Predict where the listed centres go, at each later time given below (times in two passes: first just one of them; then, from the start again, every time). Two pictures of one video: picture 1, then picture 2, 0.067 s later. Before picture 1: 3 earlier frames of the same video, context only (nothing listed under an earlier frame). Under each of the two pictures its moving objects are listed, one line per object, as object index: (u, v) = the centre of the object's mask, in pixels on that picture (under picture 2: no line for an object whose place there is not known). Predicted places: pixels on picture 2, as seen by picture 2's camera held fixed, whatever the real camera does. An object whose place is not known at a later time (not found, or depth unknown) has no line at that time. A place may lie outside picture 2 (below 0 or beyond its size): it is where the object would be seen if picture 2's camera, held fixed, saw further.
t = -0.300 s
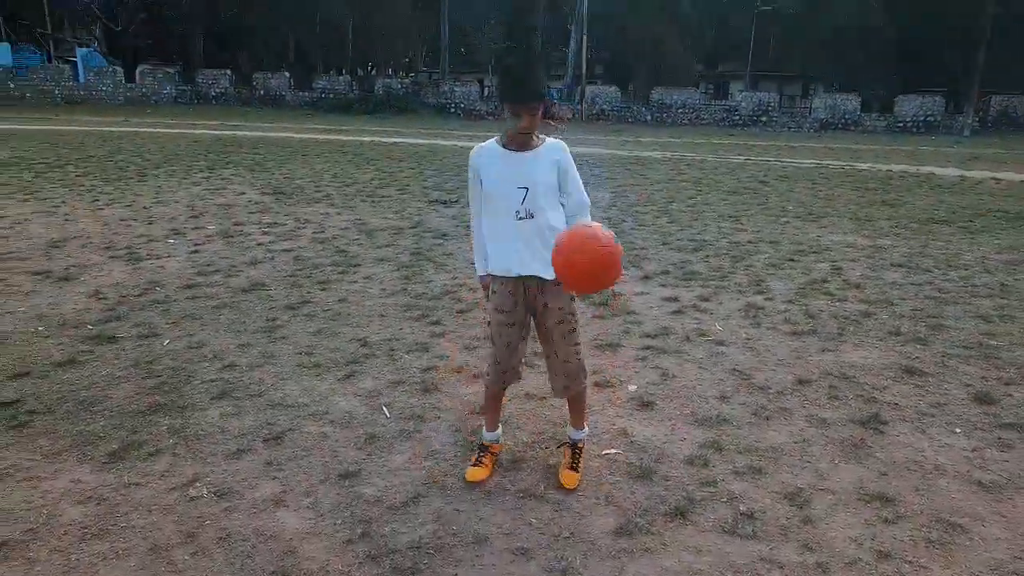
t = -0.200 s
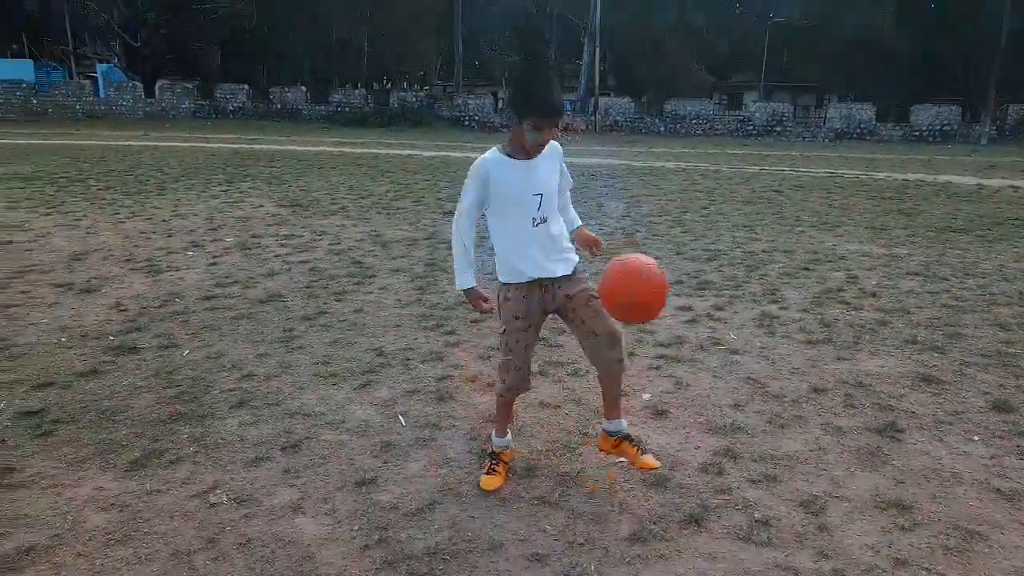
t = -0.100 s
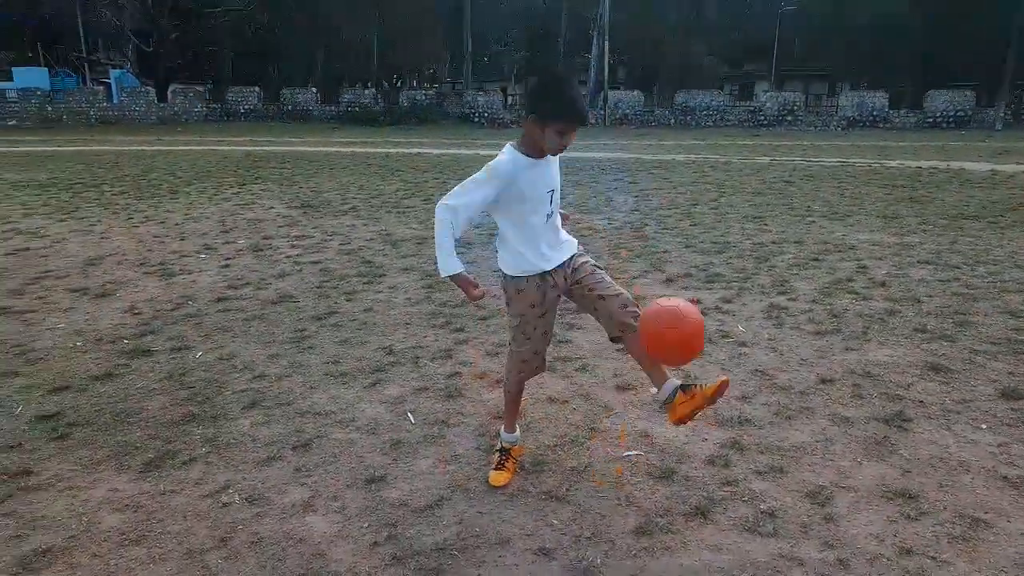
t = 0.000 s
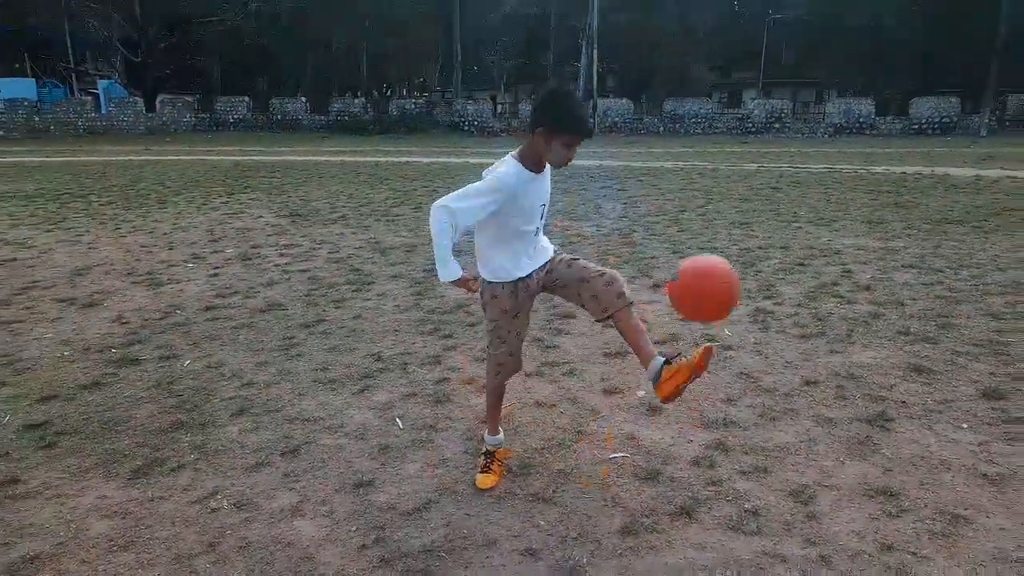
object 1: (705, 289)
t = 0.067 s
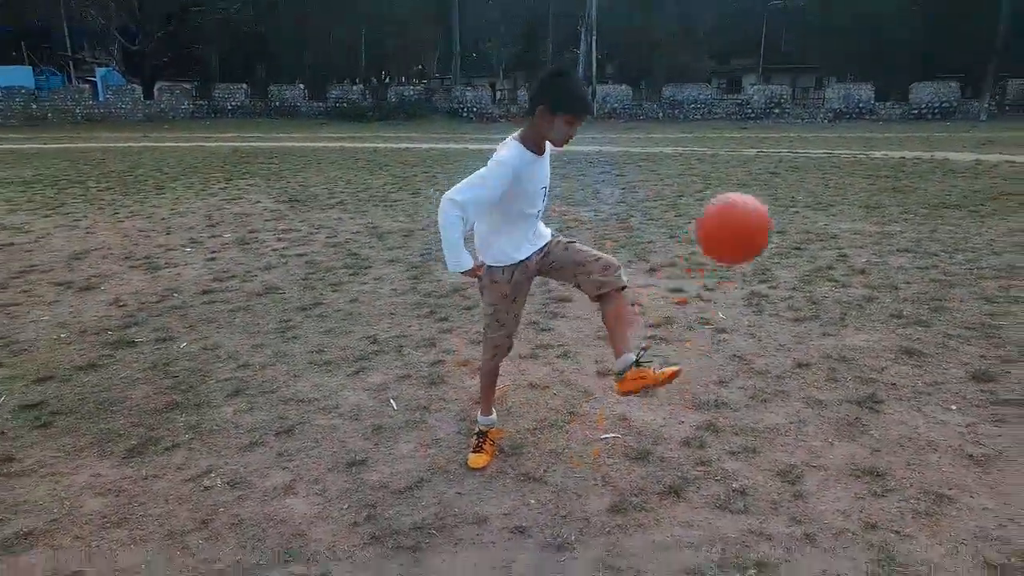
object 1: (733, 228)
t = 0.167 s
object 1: (793, 181)
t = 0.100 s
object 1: (753, 209)
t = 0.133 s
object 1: (771, 193)
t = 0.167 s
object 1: (793, 181)
